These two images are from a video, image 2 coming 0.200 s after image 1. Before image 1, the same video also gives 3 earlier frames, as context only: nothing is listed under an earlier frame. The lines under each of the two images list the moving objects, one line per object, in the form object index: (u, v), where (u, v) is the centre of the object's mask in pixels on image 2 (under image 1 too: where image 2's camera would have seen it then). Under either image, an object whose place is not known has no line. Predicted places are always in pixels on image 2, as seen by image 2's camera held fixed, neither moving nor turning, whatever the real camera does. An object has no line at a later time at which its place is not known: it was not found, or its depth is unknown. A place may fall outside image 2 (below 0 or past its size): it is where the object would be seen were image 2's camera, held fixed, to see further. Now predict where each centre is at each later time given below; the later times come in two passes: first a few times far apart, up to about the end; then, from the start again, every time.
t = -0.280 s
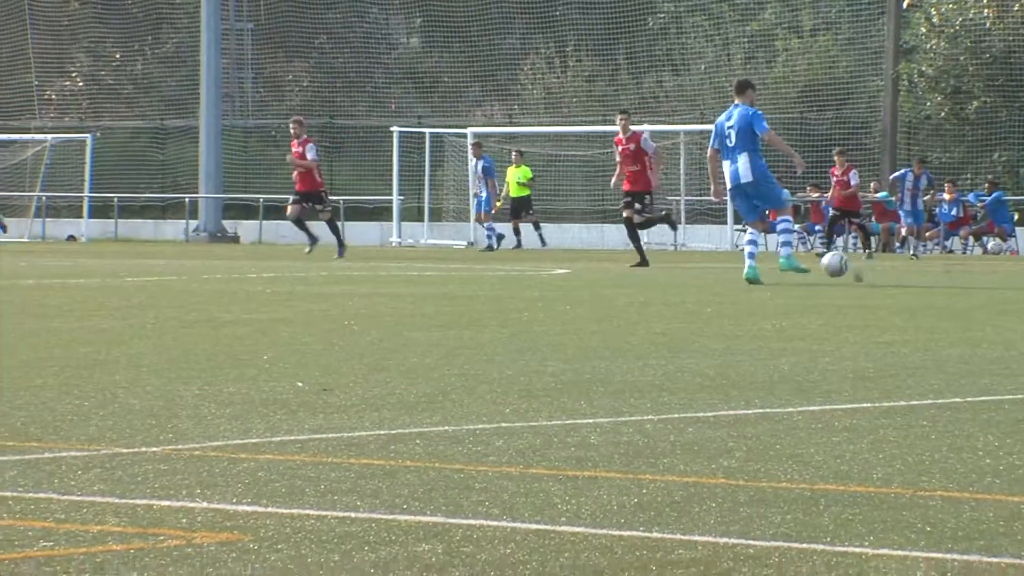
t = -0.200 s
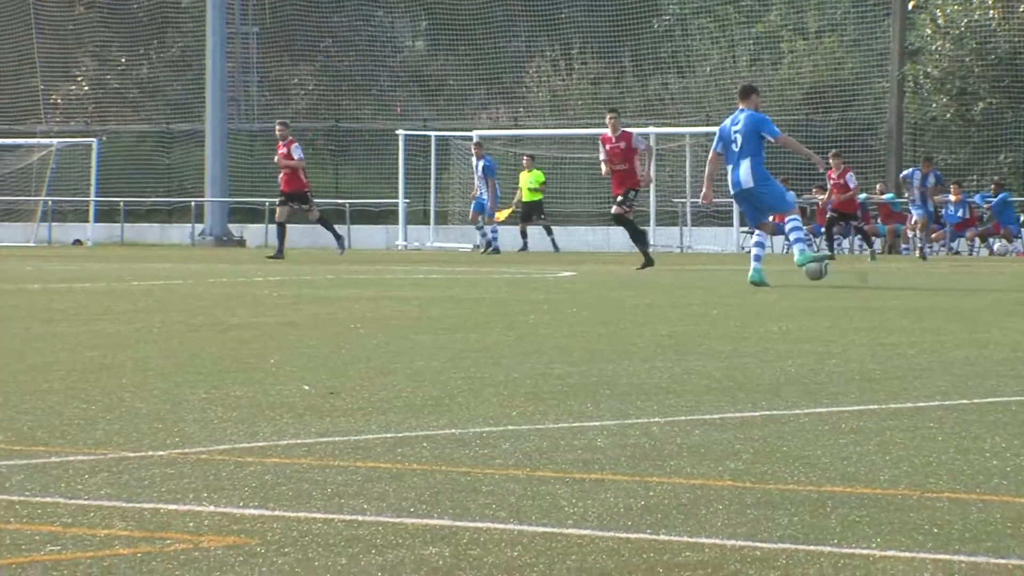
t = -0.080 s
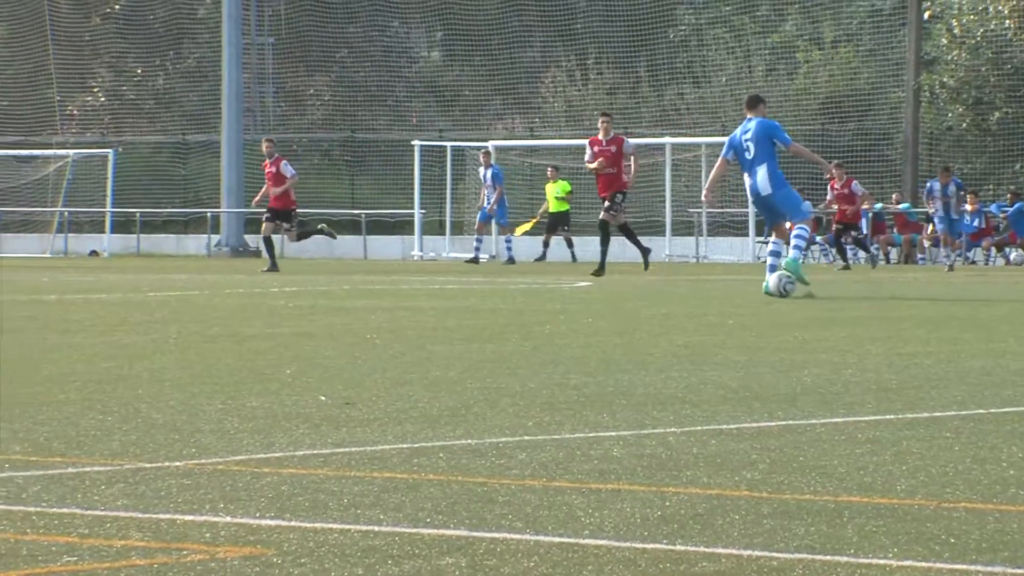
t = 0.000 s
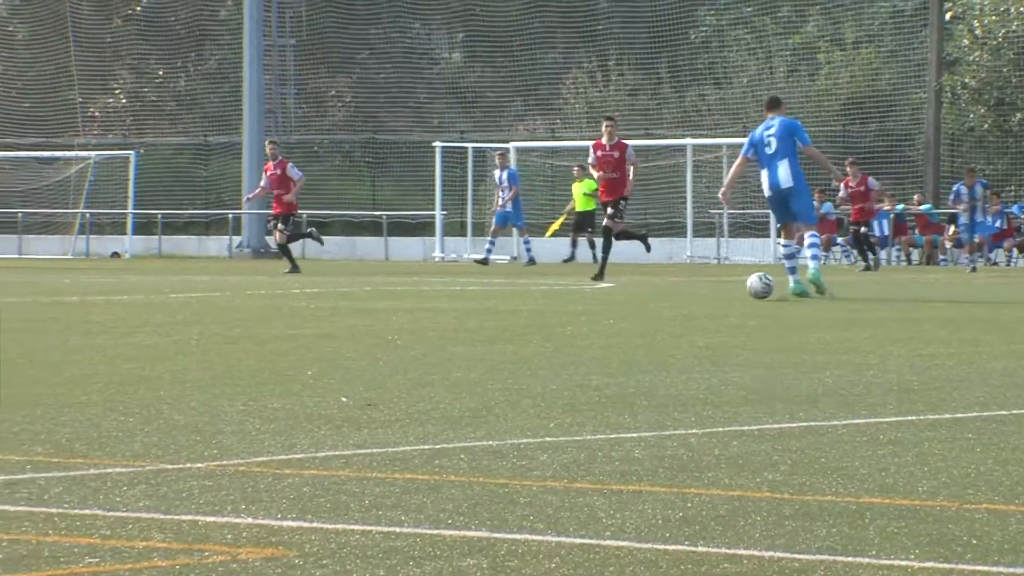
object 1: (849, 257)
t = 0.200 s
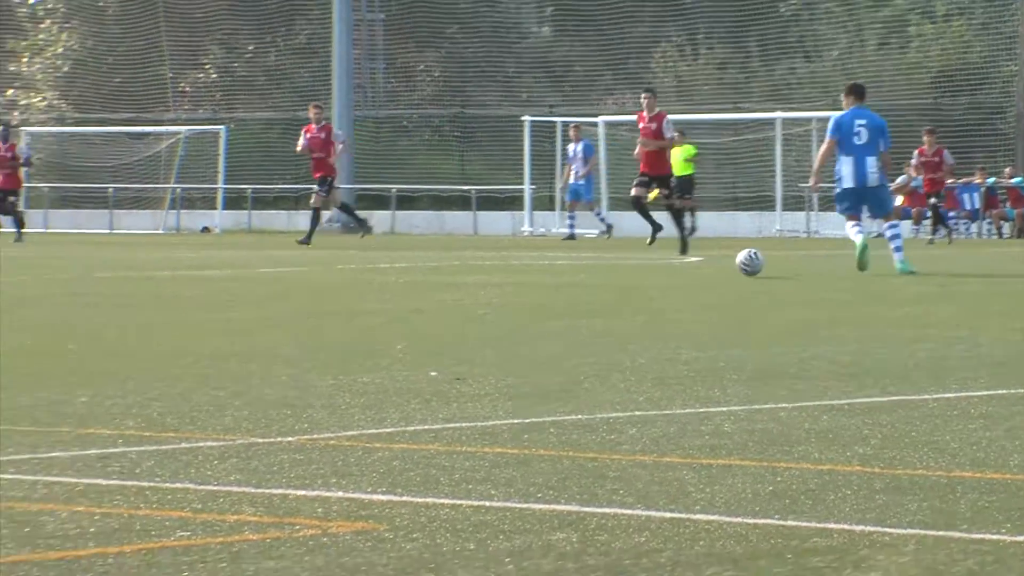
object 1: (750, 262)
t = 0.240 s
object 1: (730, 265)
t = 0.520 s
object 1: (600, 269)
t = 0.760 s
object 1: (490, 277)
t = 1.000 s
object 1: (383, 277)
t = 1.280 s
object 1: (258, 280)
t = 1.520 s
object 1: (150, 286)
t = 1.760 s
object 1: (38, 294)
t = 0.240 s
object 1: (730, 265)
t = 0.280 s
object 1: (711, 266)
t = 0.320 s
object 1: (691, 267)
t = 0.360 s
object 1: (673, 268)
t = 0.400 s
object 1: (654, 268)
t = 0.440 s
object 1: (636, 270)
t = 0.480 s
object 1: (618, 270)
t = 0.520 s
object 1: (600, 269)
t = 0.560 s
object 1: (581, 271)
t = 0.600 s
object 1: (563, 274)
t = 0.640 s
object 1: (544, 274)
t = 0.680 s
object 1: (525, 275)
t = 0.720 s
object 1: (508, 276)
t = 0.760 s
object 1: (490, 277)
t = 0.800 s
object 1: (472, 277)
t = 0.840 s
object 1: (454, 278)
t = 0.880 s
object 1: (437, 278)
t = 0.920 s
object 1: (418, 279)
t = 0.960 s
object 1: (400, 278)
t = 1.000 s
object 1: (383, 277)
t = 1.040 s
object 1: (364, 278)
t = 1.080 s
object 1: (346, 281)
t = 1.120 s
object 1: (329, 280)
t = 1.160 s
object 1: (311, 281)
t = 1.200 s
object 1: (294, 283)
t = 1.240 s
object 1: (276, 281)
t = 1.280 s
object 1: (258, 280)
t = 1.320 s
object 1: (240, 282)
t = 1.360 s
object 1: (223, 285)
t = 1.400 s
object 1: (205, 285)
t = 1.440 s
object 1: (186, 286)
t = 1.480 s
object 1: (168, 288)
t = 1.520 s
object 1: (150, 286)
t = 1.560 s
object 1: (132, 287)
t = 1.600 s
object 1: (113, 290)
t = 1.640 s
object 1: (95, 290)
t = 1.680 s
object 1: (76, 289)
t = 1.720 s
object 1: (57, 290)
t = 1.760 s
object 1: (38, 294)
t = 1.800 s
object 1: (20, 292)
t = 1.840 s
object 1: (1, 290)
